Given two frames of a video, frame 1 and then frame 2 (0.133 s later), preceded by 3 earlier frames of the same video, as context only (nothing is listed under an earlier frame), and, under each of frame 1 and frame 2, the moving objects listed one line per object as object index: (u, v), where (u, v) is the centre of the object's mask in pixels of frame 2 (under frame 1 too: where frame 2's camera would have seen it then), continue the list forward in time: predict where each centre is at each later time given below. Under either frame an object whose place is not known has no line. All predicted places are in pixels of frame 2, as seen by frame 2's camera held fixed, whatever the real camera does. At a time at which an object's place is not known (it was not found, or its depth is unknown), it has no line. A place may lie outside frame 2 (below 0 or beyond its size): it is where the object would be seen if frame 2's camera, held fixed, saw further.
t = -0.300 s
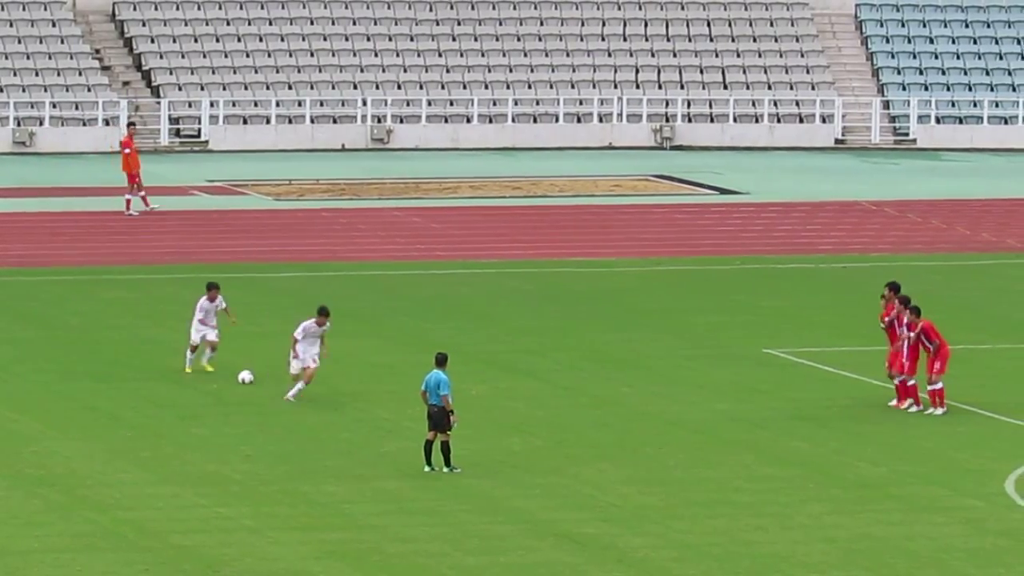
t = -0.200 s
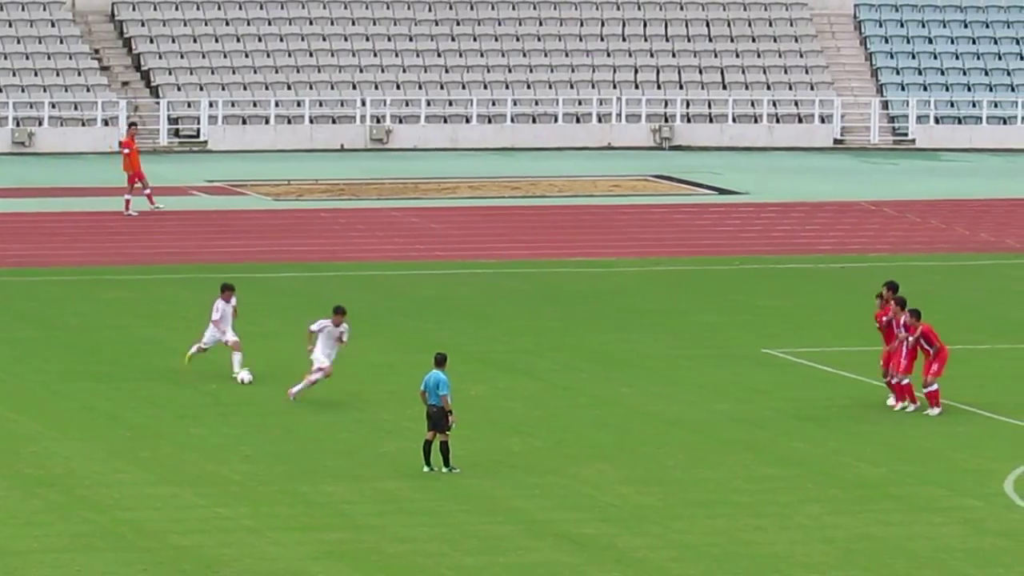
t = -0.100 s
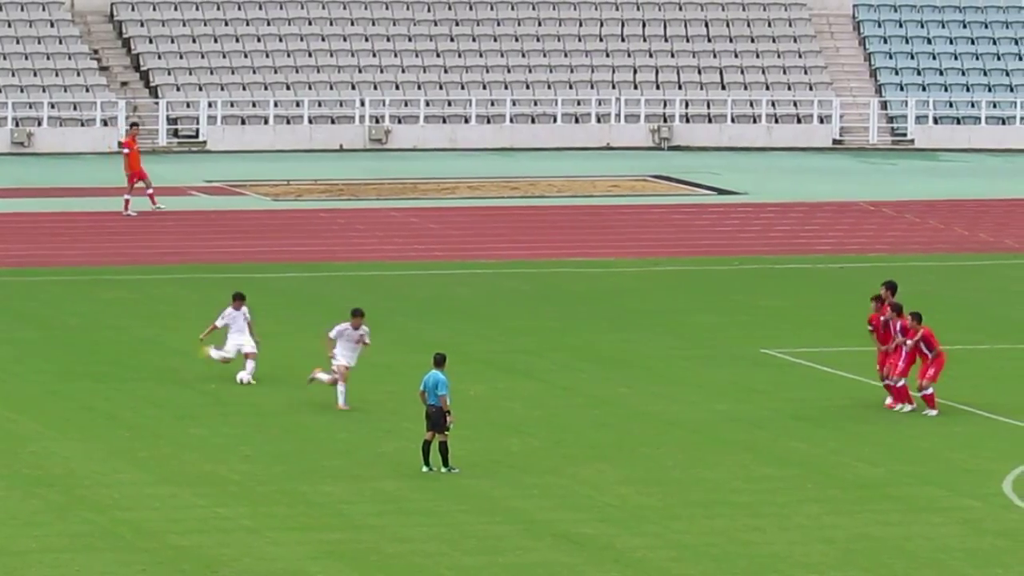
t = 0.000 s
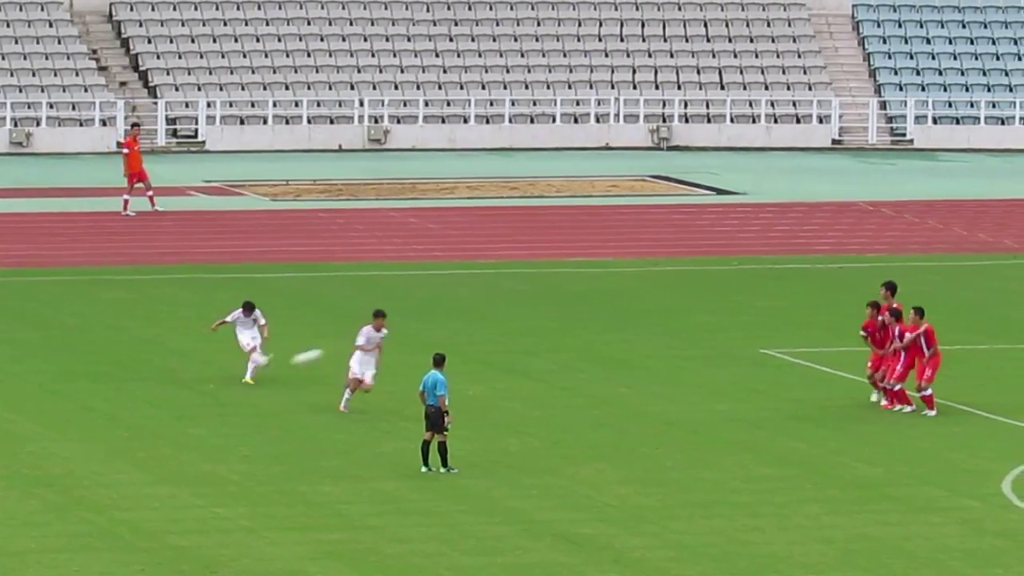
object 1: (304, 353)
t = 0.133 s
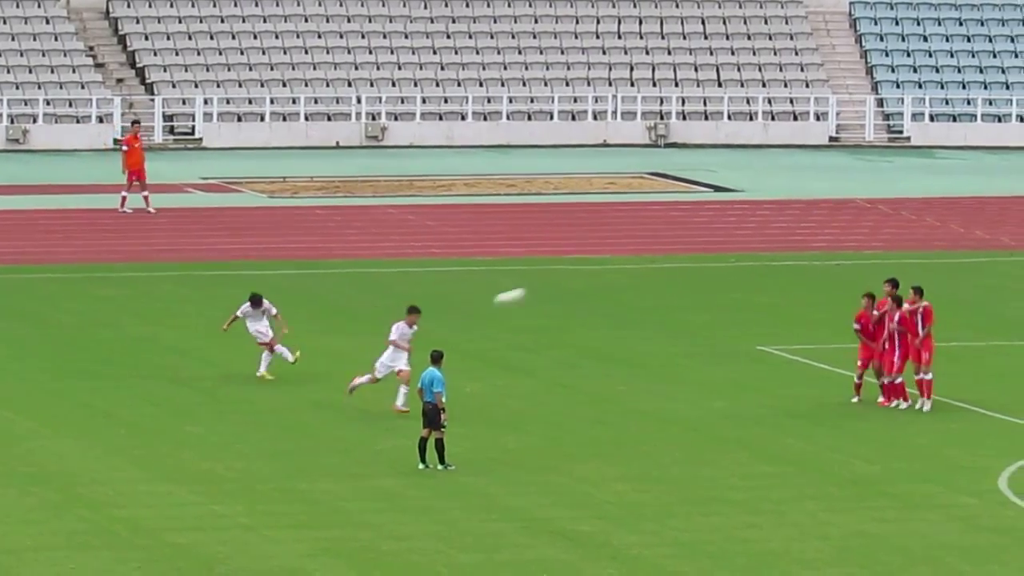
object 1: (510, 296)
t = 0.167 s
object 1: (560, 284)
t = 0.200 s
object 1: (610, 273)
